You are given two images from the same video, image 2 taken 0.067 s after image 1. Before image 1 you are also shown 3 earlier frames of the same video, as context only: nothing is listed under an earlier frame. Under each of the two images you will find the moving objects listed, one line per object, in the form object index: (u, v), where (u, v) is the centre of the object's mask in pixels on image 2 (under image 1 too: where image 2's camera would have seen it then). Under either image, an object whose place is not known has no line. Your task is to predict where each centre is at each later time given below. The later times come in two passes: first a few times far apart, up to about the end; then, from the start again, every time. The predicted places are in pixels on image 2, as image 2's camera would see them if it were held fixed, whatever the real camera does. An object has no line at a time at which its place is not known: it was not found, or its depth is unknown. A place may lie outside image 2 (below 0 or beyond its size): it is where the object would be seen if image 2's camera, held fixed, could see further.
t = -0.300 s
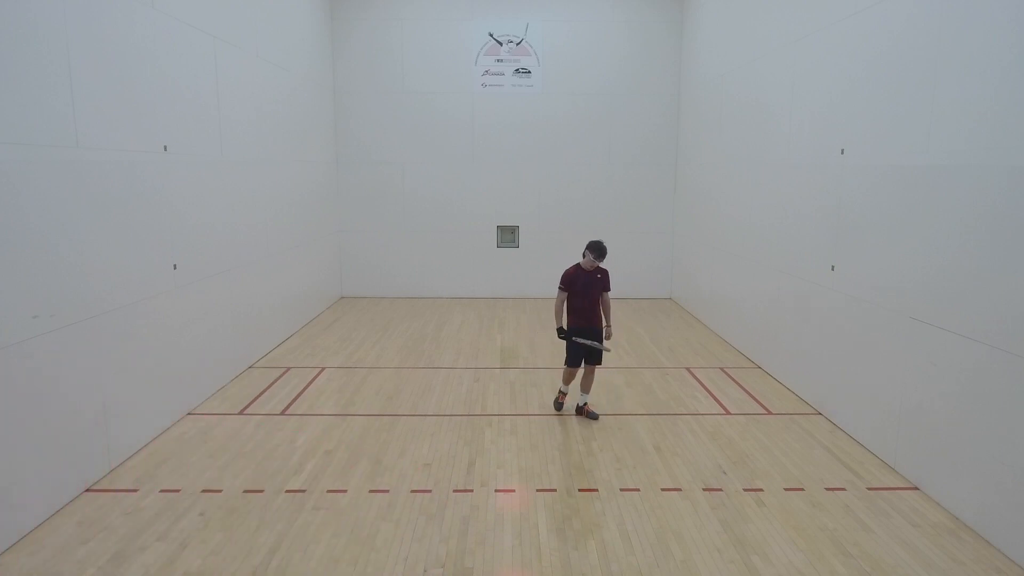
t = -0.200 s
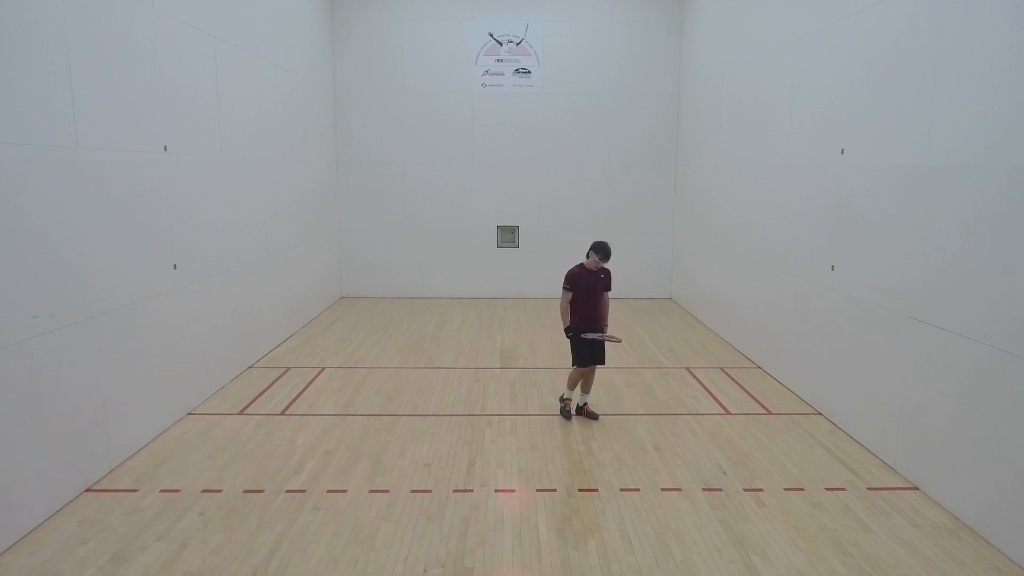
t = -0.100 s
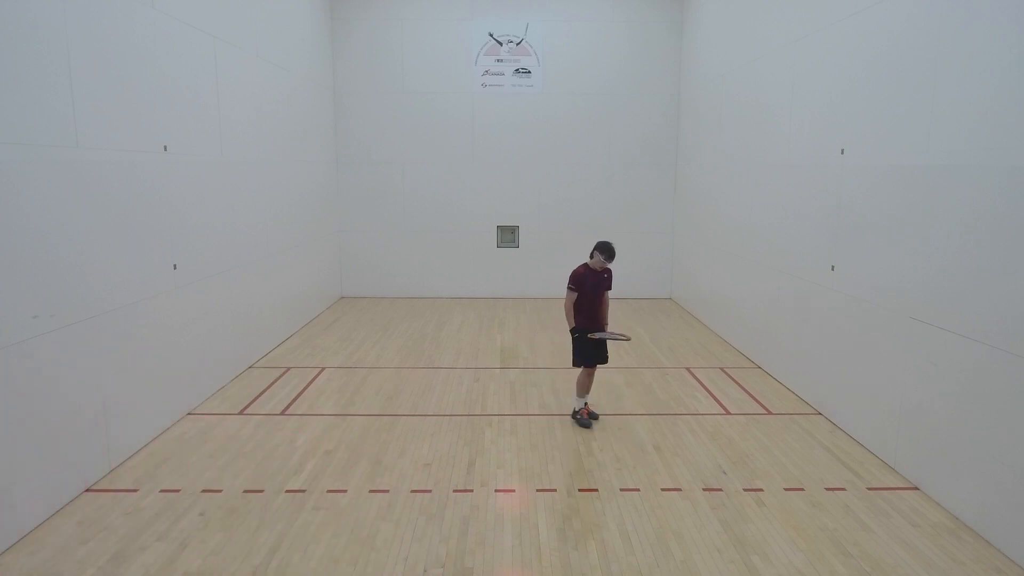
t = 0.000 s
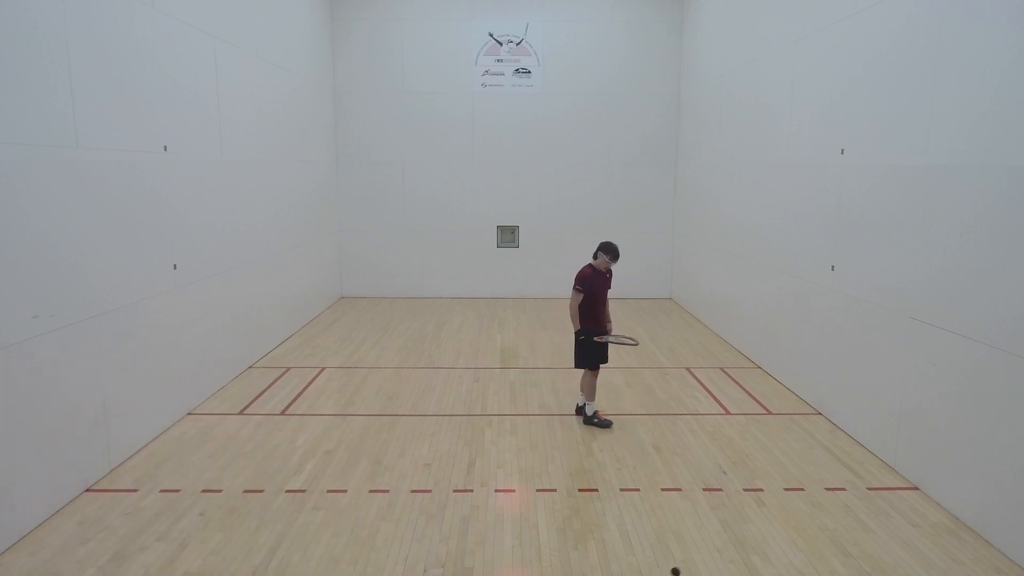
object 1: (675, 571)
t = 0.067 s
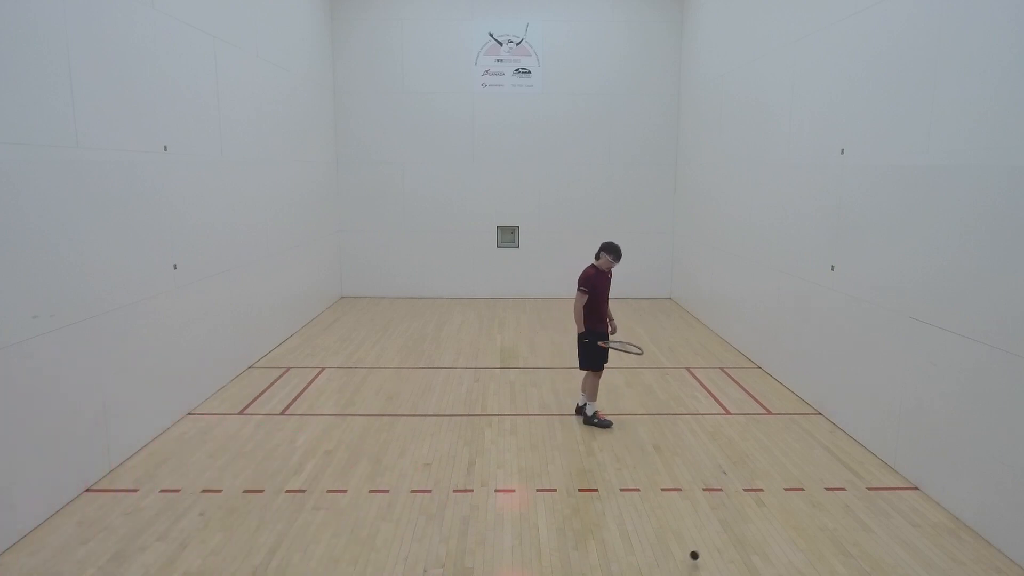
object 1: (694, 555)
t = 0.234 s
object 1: (736, 525)
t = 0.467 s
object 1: (784, 491)
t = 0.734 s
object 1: (827, 459)
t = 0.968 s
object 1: (850, 436)
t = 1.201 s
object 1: (793, 419)
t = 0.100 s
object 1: (703, 550)
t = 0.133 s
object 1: (711, 547)
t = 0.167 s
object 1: (720, 538)
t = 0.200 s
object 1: (728, 530)
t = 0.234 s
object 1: (736, 525)
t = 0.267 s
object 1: (743, 520)
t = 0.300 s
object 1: (750, 518)
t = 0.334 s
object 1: (757, 511)
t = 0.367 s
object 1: (764, 505)
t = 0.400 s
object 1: (771, 501)
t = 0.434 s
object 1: (777, 499)
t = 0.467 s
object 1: (784, 491)
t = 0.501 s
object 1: (789, 487)
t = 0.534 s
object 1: (795, 483)
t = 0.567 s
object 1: (801, 481)
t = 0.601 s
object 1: (807, 474)
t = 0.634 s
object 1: (812, 470)
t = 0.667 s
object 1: (817, 467)
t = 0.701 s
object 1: (822, 465)
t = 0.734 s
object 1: (827, 459)
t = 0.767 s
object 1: (832, 455)
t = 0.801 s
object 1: (837, 453)
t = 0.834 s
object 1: (841, 450)
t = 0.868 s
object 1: (845, 445)
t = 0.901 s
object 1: (850, 442)
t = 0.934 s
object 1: (854, 441)
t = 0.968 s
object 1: (850, 436)
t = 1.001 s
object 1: (840, 432)
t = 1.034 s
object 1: (830, 429)
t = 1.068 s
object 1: (820, 427)
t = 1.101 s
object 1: (810, 426)
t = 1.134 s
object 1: (801, 427)
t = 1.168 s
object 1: (797, 422)
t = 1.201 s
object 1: (793, 419)
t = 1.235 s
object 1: (789, 417)
